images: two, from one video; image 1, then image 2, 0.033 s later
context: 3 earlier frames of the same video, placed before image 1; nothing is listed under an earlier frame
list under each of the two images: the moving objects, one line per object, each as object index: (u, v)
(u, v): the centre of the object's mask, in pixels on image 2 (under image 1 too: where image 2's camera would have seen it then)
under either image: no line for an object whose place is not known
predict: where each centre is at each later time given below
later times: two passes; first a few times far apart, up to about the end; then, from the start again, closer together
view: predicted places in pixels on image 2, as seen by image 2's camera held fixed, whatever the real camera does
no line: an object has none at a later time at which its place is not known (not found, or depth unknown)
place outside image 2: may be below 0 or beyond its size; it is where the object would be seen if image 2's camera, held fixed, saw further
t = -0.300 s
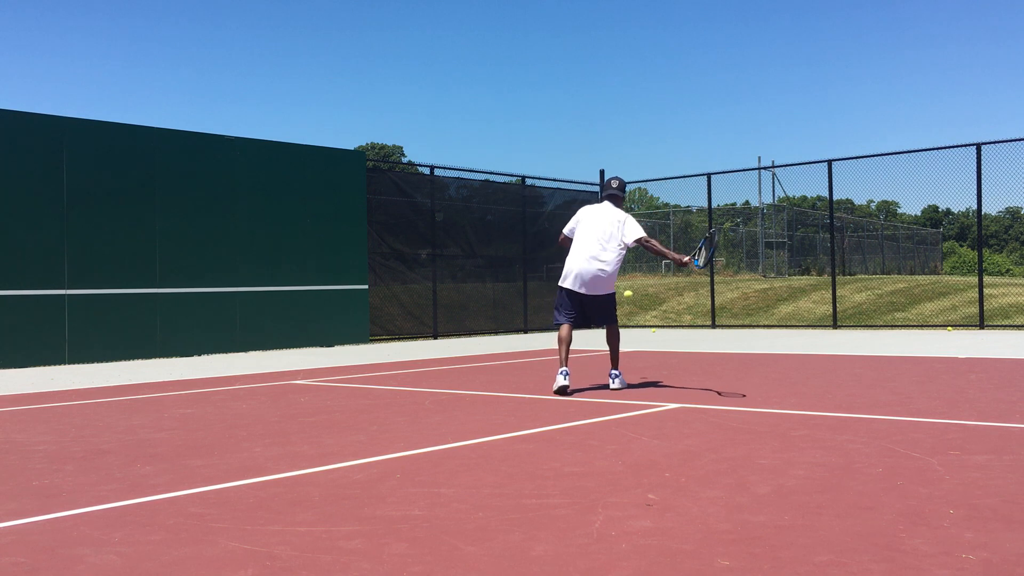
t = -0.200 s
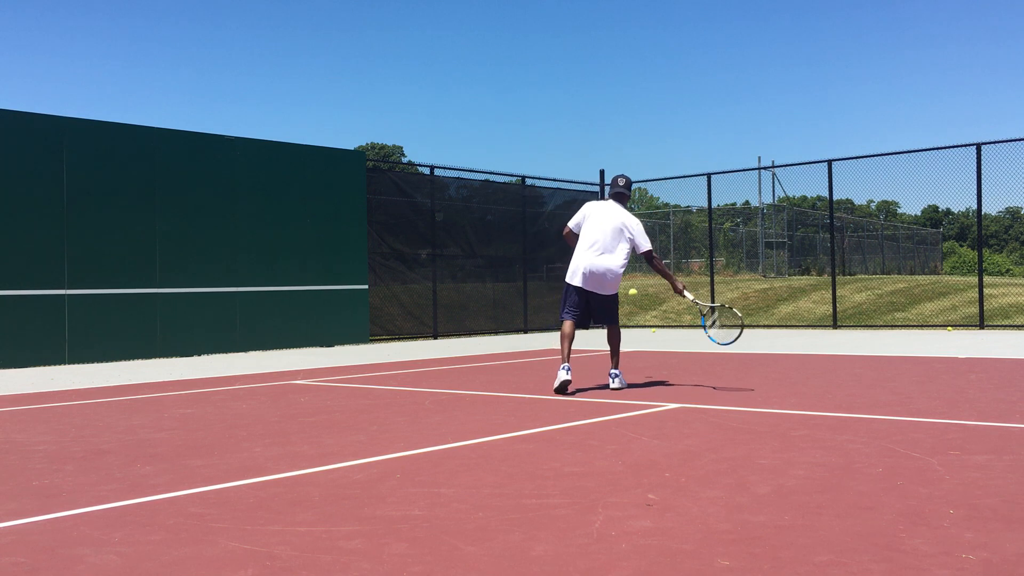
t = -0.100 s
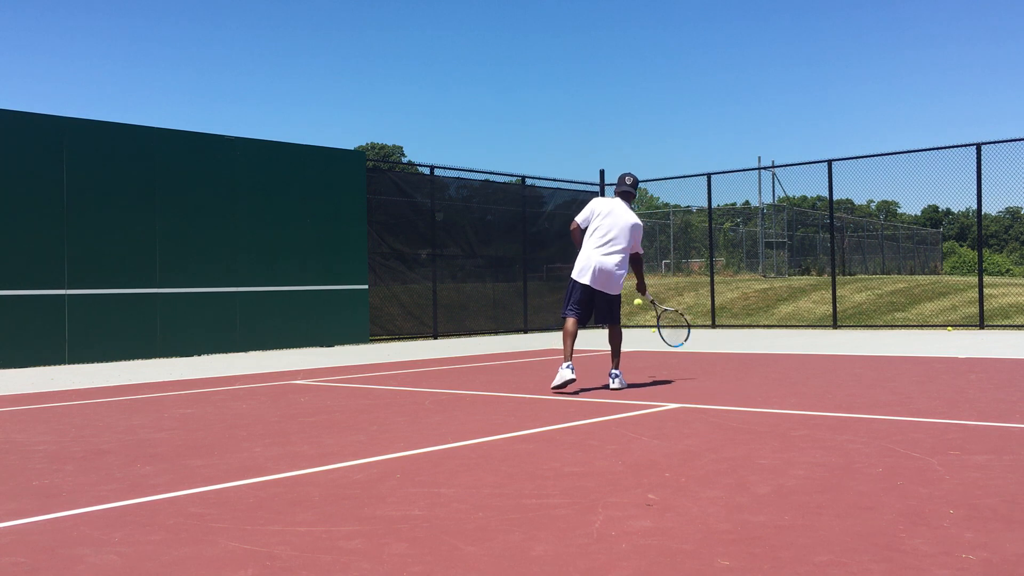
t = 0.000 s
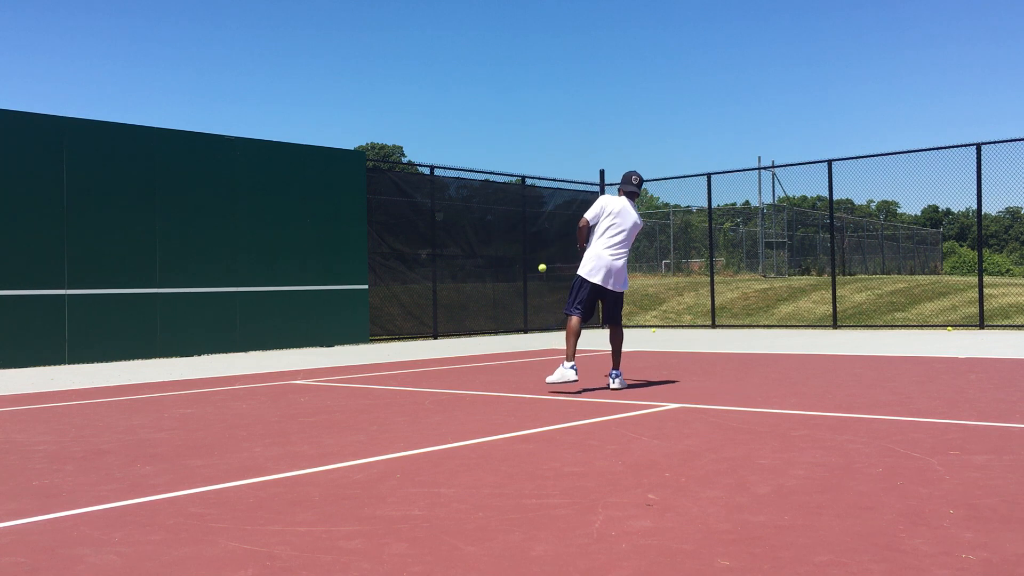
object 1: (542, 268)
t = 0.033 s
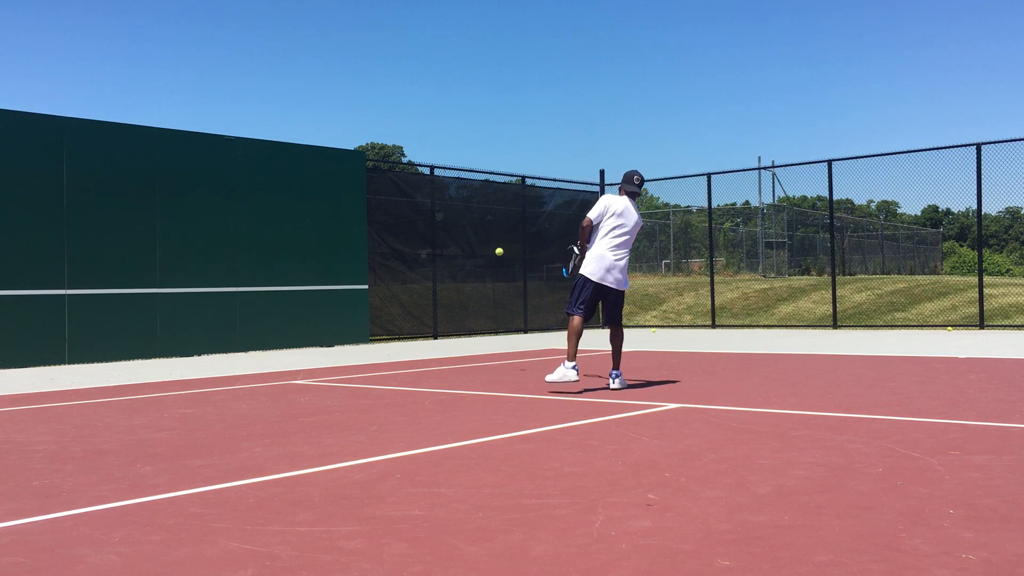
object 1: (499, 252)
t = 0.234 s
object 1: (298, 197)
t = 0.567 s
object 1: (193, 183)
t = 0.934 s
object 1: (334, 235)
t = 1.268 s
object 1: (476, 343)
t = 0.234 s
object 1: (298, 197)
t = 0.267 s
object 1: (272, 193)
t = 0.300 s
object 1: (247, 190)
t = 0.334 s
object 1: (224, 189)
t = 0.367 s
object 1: (202, 188)
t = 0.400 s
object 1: (181, 188)
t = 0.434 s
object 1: (161, 189)
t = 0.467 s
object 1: (159, 188)
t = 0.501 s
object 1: (170, 186)
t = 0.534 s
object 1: (181, 184)
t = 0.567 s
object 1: (193, 183)
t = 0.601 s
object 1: (204, 183)
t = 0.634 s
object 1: (216, 184)
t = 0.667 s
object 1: (228, 186)
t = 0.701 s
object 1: (241, 188)
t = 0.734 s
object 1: (253, 192)
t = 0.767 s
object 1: (266, 196)
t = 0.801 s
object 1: (279, 202)
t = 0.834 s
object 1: (292, 209)
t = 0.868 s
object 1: (305, 216)
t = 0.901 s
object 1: (319, 225)
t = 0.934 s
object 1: (334, 235)
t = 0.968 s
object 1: (348, 246)
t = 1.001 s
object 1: (363, 258)
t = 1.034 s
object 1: (377, 272)
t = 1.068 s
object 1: (393, 287)
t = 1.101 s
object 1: (408, 303)
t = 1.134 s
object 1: (424, 320)
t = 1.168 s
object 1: (440, 339)
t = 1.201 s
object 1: (456, 360)
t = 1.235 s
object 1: (468, 358)
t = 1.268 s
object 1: (476, 343)
